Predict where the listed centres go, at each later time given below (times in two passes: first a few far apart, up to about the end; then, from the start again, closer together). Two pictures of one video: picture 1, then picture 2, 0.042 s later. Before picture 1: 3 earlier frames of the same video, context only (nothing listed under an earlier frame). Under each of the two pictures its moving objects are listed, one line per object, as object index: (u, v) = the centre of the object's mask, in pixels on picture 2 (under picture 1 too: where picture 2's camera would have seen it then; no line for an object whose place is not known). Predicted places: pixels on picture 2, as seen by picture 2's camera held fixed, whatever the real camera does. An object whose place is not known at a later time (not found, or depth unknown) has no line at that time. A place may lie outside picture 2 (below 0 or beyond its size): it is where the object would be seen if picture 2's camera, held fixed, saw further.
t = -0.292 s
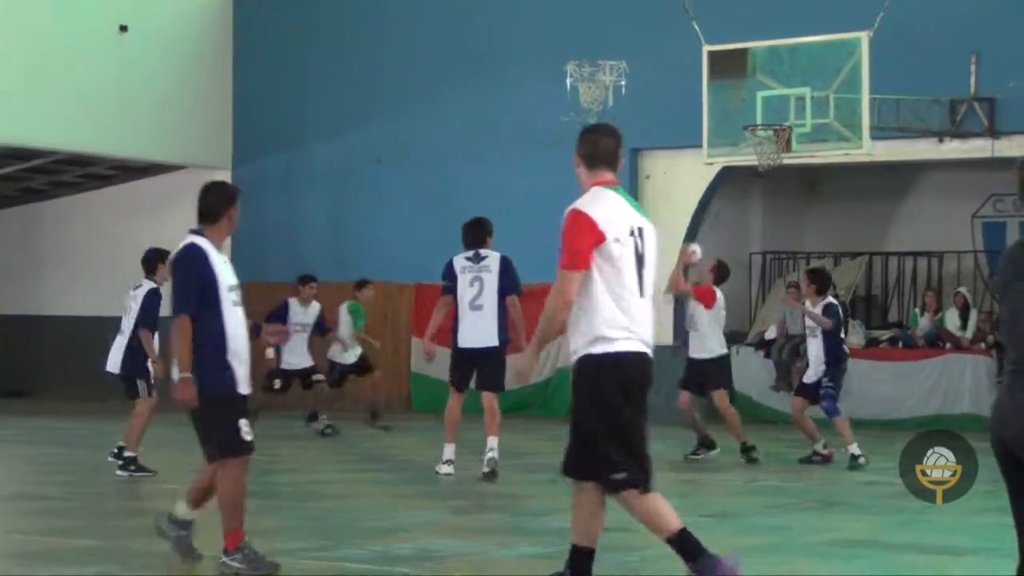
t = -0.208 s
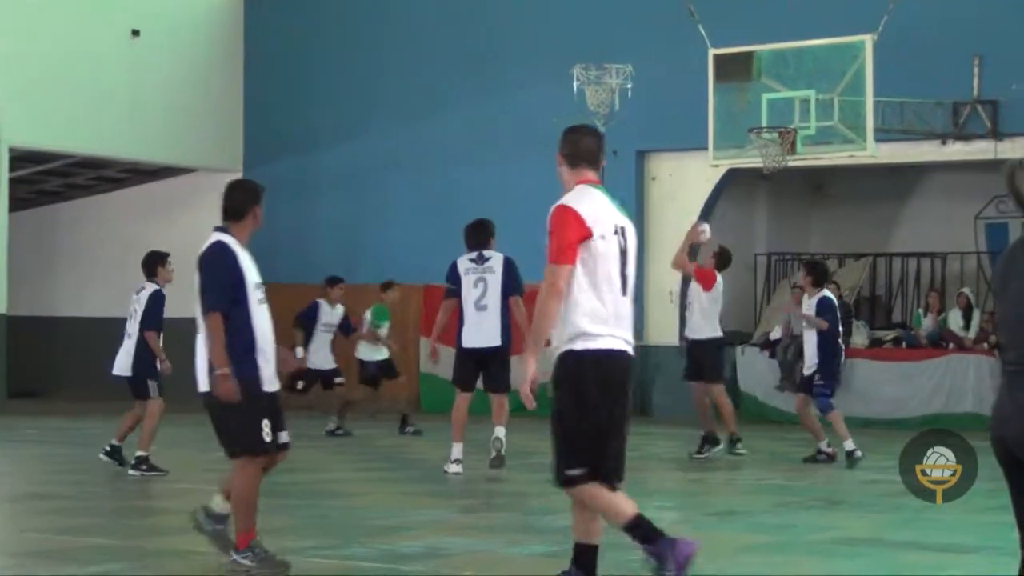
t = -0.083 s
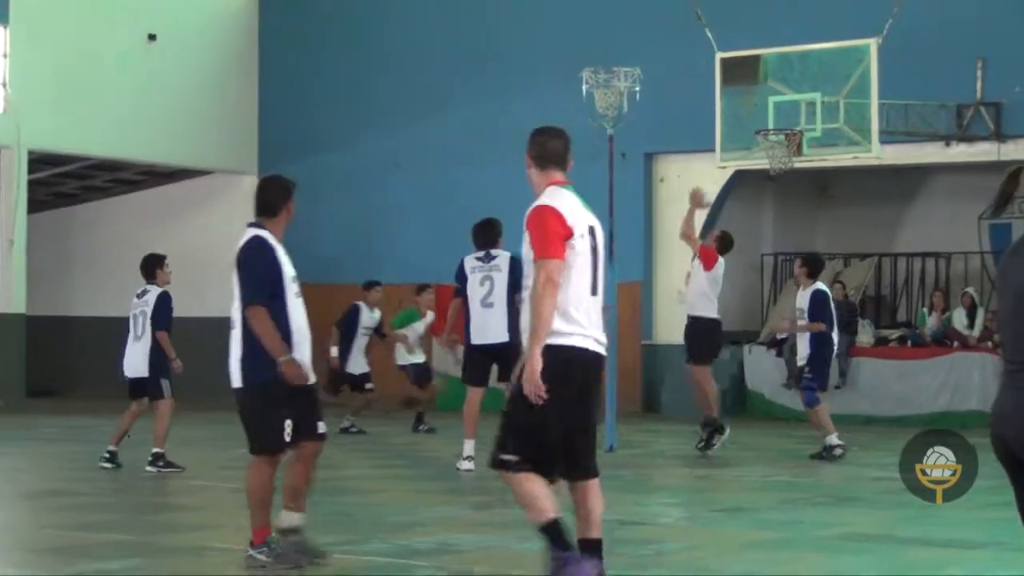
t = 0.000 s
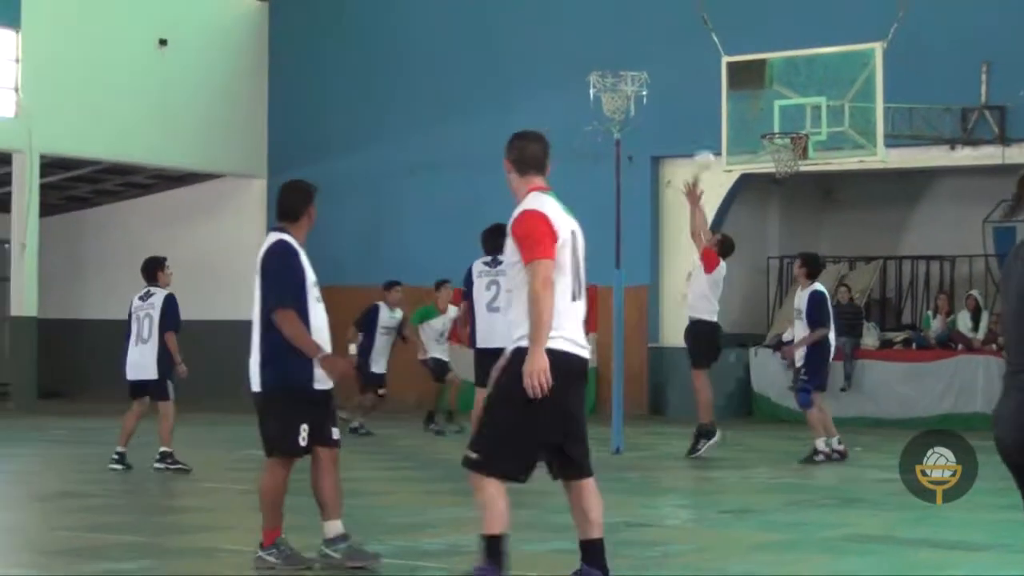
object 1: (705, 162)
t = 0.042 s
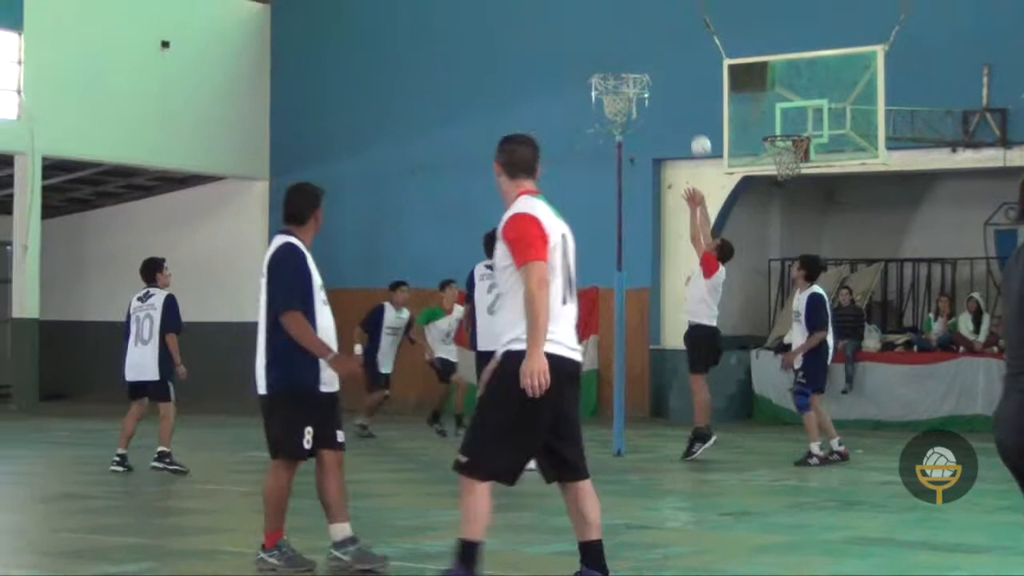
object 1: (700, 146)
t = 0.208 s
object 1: (675, 82)
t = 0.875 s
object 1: (615, 121)
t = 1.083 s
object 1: (644, 119)
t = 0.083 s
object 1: (693, 124)
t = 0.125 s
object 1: (688, 111)
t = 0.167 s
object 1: (681, 93)
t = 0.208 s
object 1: (675, 82)
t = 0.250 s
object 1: (668, 69)
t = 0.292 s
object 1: (665, 62)
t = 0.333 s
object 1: (657, 53)
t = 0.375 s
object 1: (653, 50)
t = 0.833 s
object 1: (610, 112)
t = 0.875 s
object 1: (615, 121)
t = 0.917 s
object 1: (621, 123)
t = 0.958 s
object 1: (627, 120)
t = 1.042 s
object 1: (639, 118)
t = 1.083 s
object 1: (644, 119)
